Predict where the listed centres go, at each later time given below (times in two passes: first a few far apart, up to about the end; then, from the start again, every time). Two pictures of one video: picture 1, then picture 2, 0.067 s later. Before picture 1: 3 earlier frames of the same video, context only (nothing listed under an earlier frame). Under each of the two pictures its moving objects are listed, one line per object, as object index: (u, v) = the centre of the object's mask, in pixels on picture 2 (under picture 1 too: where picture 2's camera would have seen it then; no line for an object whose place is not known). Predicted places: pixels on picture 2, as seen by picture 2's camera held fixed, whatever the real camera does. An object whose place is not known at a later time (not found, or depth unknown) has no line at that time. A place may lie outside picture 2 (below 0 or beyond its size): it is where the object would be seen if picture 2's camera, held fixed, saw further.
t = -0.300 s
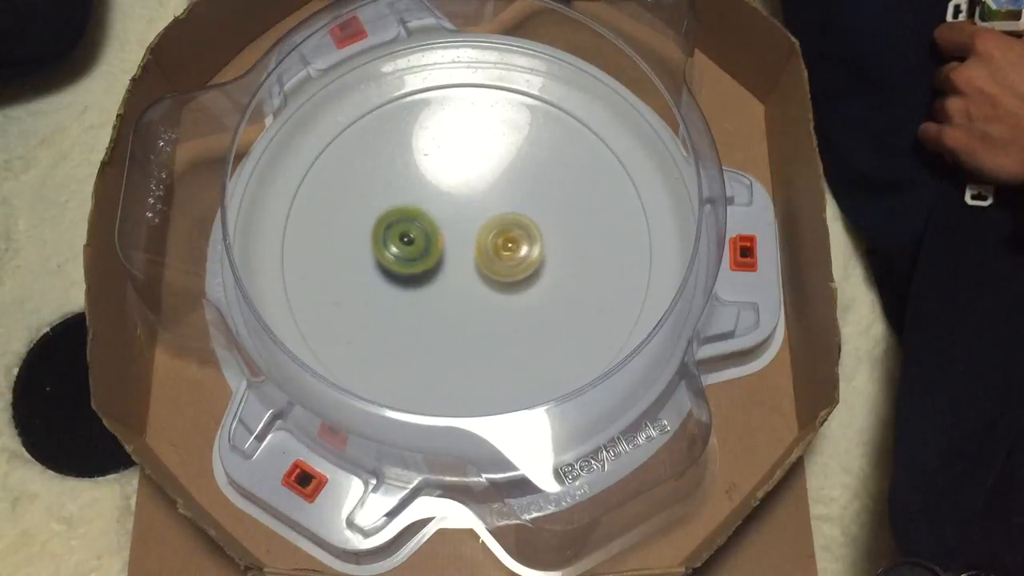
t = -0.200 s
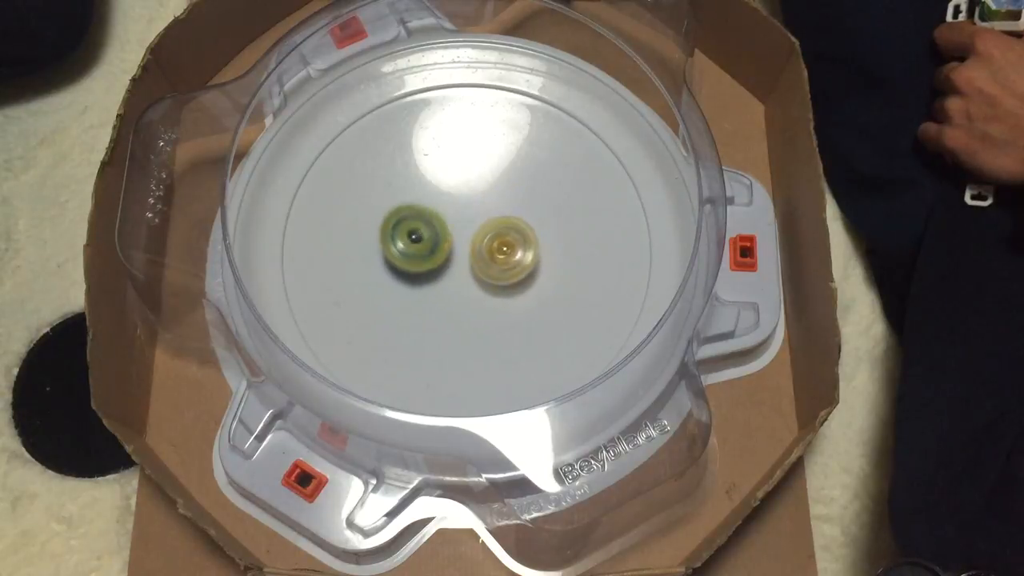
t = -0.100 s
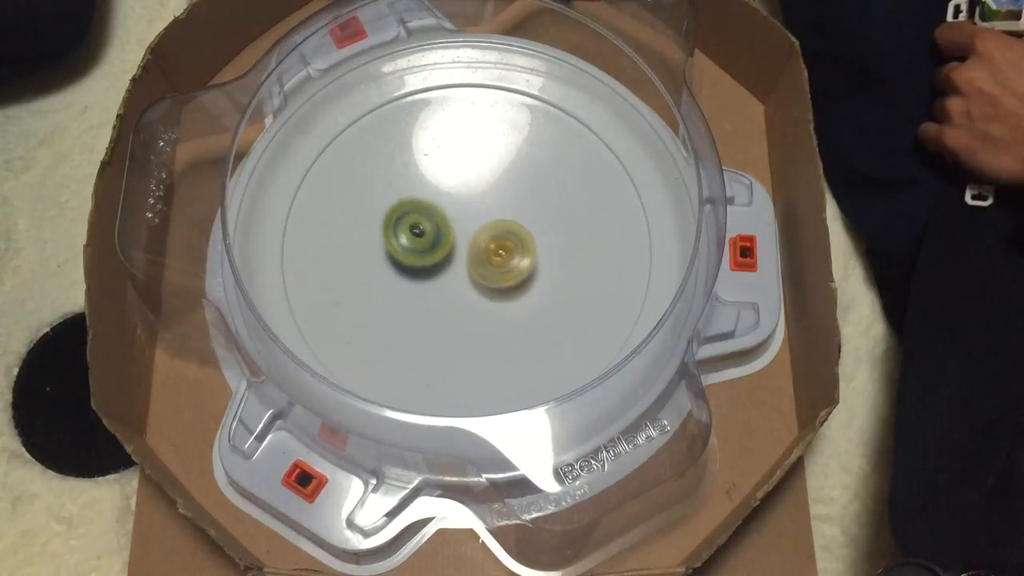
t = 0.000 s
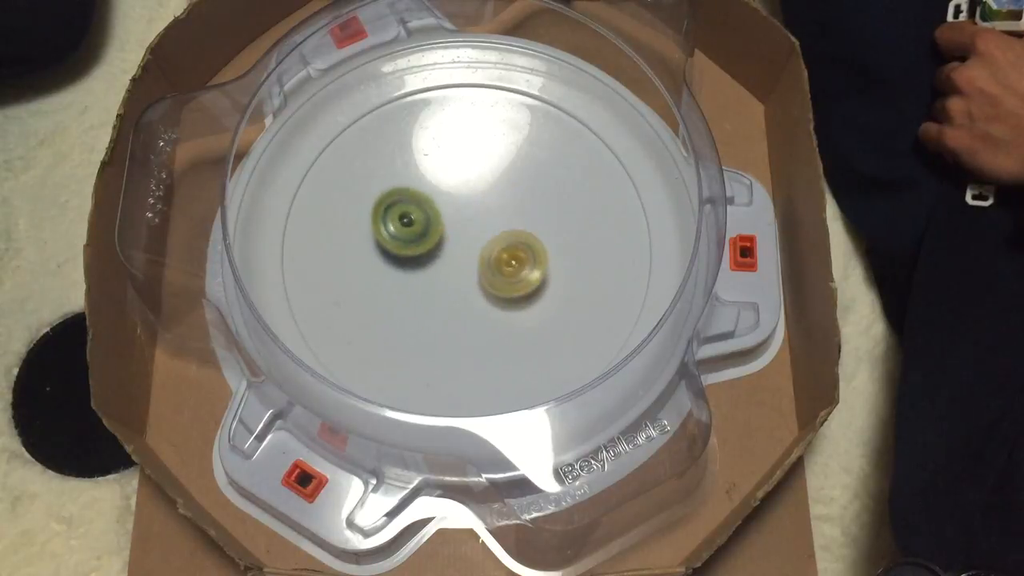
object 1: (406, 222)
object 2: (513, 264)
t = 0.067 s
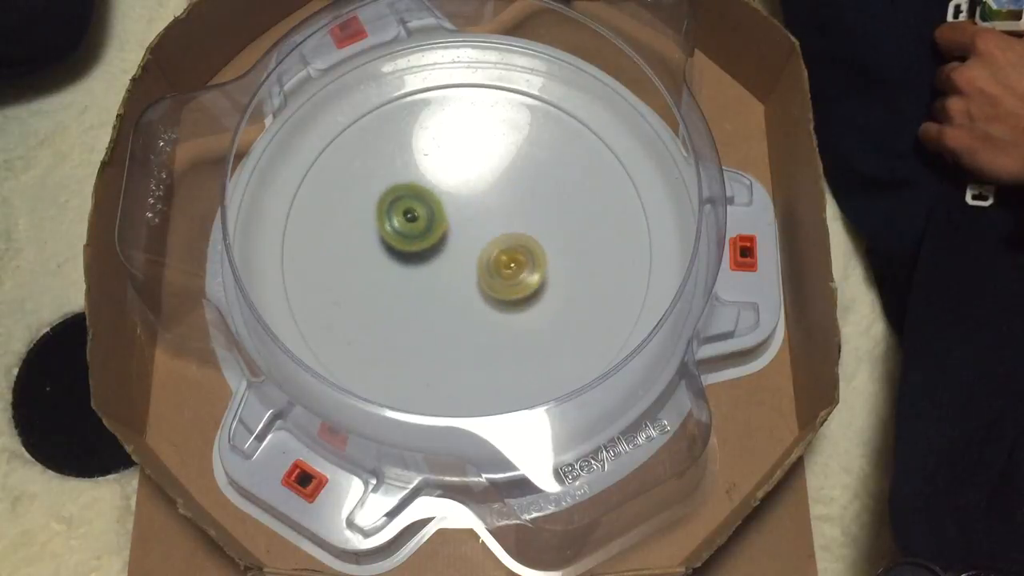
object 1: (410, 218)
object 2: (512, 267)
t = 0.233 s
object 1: (443, 212)
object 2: (490, 262)
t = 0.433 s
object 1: (467, 196)
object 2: (481, 271)
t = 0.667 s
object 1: (486, 186)
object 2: (474, 289)
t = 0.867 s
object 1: (500, 205)
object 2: (469, 274)
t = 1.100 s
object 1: (535, 208)
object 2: (442, 274)
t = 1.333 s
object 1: (519, 235)
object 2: (442, 258)
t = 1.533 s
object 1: (570, 255)
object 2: (365, 254)
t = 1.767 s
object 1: (523, 282)
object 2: (413, 252)
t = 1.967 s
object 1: (479, 317)
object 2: (438, 216)
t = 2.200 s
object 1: (437, 303)
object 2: (454, 208)
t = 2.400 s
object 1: (392, 262)
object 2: (490, 218)
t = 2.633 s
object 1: (373, 219)
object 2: (527, 210)
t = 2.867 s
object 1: (425, 194)
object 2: (502, 230)
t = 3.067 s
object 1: (486, 187)
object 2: (499, 283)
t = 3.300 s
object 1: (530, 219)
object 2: (508, 324)
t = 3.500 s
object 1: (538, 248)
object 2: (469, 331)
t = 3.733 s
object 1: (565, 217)
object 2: (364, 365)
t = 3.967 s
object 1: (509, 254)
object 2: (379, 310)
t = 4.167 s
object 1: (494, 278)
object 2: (384, 218)
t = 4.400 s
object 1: (482, 262)
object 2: (377, 149)
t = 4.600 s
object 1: (469, 237)
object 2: (424, 164)
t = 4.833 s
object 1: (487, 268)
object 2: (481, 153)
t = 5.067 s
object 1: (497, 281)
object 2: (524, 184)
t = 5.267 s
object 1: (483, 280)
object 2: (544, 244)
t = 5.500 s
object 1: (455, 264)
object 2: (558, 291)
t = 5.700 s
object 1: (447, 241)
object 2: (531, 312)
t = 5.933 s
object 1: (463, 223)
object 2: (457, 312)
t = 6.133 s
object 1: (479, 231)
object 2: (404, 306)
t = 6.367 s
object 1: (484, 253)
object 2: (387, 278)
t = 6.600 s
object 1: (489, 279)
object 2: (400, 212)
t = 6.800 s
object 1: (487, 284)
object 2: (401, 161)
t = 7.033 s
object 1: (472, 264)
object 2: (454, 172)
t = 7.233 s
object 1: (458, 252)
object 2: (523, 206)
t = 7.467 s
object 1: (437, 267)
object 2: (584, 234)
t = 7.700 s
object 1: (448, 257)
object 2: (563, 301)
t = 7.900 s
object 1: (463, 257)
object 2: (493, 336)
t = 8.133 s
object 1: (474, 268)
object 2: (405, 311)
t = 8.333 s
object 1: (467, 271)
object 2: (365, 253)
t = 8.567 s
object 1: (463, 258)
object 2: (383, 188)
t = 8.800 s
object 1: (473, 245)
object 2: (461, 164)
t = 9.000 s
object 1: (481, 248)
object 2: (538, 182)
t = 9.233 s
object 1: (478, 255)
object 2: (588, 243)
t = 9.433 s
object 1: (467, 253)
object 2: (562, 304)
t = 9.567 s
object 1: (464, 246)
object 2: (509, 329)
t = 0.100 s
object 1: (415, 216)
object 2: (509, 267)
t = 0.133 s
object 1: (421, 215)
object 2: (505, 267)
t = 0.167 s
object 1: (428, 214)
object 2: (500, 266)
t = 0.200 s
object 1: (435, 213)
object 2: (495, 264)
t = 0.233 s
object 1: (443, 212)
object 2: (490, 262)
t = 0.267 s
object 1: (448, 207)
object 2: (488, 265)
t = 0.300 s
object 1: (452, 202)
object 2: (487, 268)
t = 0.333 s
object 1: (456, 198)
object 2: (485, 270)
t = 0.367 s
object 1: (459, 197)
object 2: (484, 271)
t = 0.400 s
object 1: (464, 196)
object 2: (482, 271)
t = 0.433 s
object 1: (467, 196)
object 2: (481, 271)
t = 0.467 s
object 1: (470, 198)
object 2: (480, 270)
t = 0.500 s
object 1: (473, 200)
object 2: (480, 269)
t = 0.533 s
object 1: (475, 196)
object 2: (479, 274)
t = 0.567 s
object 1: (478, 191)
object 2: (478, 281)
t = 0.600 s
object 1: (481, 189)
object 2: (477, 285)
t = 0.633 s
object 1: (484, 187)
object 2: (475, 288)
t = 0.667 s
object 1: (486, 186)
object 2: (474, 289)
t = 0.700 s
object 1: (488, 187)
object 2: (473, 289)
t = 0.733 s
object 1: (491, 188)
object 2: (472, 288)
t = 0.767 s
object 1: (494, 191)
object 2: (471, 285)
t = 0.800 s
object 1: (495, 194)
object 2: (470, 282)
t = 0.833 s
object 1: (498, 199)
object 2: (469, 278)
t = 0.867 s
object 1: (500, 205)
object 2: (469, 274)
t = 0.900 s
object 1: (502, 210)
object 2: (469, 270)
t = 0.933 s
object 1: (512, 209)
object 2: (464, 270)
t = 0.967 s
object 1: (521, 206)
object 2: (458, 276)
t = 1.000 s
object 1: (528, 206)
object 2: (453, 277)
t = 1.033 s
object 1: (532, 206)
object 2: (448, 277)
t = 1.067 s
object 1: (534, 207)
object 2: (445, 276)
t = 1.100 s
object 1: (535, 208)
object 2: (442, 274)
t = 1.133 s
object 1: (534, 210)
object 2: (441, 272)
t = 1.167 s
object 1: (532, 212)
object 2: (441, 269)
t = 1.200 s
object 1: (530, 216)
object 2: (441, 266)
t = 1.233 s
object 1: (526, 220)
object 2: (442, 264)
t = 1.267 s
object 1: (522, 224)
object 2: (445, 261)
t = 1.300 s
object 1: (517, 229)
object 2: (447, 259)
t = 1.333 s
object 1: (519, 235)
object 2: (442, 258)
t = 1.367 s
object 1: (538, 236)
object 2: (418, 258)
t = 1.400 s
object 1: (551, 239)
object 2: (398, 258)
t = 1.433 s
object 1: (561, 242)
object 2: (382, 257)
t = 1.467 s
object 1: (568, 246)
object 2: (372, 256)
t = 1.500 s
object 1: (570, 251)
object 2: (366, 255)
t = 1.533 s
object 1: (570, 255)
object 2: (365, 254)
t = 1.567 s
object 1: (569, 259)
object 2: (366, 253)
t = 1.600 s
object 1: (565, 262)
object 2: (370, 253)
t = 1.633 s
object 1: (560, 266)
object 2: (376, 252)
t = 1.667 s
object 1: (553, 271)
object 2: (384, 253)
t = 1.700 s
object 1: (544, 275)
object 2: (393, 252)
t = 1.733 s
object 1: (534, 279)
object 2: (403, 252)
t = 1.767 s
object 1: (523, 282)
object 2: (413, 252)
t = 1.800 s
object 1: (511, 285)
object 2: (424, 252)
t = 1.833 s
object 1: (498, 287)
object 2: (434, 252)
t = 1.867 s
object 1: (492, 294)
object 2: (437, 243)
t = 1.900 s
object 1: (489, 305)
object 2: (436, 232)
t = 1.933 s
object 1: (484, 311)
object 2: (436, 224)
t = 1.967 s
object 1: (479, 317)
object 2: (438, 216)
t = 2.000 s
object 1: (473, 320)
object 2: (440, 210)
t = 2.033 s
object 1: (467, 321)
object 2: (441, 206)
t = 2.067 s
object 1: (460, 320)
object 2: (444, 203)
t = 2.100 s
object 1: (454, 318)
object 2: (446, 202)
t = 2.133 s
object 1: (448, 315)
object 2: (448, 203)
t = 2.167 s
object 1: (443, 310)
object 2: (451, 205)
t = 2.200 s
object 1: (437, 303)
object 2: (454, 208)
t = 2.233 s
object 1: (431, 295)
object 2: (456, 213)
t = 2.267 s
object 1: (426, 287)
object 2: (458, 217)
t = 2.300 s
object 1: (421, 278)
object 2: (460, 222)
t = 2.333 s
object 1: (413, 272)
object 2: (467, 222)
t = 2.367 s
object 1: (401, 267)
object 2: (479, 219)
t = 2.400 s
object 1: (392, 262)
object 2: (490, 218)
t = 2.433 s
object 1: (383, 256)
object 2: (500, 213)
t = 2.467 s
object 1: (377, 249)
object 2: (508, 210)
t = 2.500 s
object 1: (373, 243)
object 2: (514, 208)
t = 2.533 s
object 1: (371, 236)
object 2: (519, 209)
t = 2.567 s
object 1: (370, 231)
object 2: (523, 209)
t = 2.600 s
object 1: (371, 224)
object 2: (525, 210)
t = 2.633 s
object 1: (373, 219)
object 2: (527, 210)
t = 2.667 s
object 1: (378, 214)
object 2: (527, 212)
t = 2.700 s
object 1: (383, 209)
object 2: (525, 213)
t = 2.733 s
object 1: (389, 205)
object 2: (522, 216)
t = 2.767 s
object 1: (397, 201)
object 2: (518, 218)
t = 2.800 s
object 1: (406, 198)
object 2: (513, 222)
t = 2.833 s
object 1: (415, 196)
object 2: (508, 225)
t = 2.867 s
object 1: (425, 194)
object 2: (502, 230)
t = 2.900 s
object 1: (436, 193)
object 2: (498, 235)
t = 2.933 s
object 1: (446, 192)
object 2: (495, 243)
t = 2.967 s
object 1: (456, 190)
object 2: (494, 253)
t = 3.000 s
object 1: (467, 189)
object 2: (495, 262)
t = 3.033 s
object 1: (476, 187)
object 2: (496, 273)
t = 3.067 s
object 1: (486, 187)
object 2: (499, 283)
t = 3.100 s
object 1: (495, 188)
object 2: (501, 290)
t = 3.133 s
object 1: (502, 190)
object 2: (504, 298)
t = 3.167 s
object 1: (510, 193)
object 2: (505, 306)
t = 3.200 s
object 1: (517, 198)
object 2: (507, 313)
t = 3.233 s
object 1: (522, 204)
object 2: (508, 319)
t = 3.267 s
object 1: (527, 211)
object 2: (508, 322)
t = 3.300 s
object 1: (530, 219)
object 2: (508, 324)
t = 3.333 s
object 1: (532, 227)
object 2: (506, 326)
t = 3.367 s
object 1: (532, 236)
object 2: (504, 325)
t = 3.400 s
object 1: (530, 243)
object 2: (501, 323)
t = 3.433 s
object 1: (527, 252)
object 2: (498, 320)
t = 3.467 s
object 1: (525, 258)
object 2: (493, 318)
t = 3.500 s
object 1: (538, 248)
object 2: (469, 331)
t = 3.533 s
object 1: (551, 237)
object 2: (444, 344)
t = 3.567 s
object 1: (560, 226)
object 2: (424, 353)
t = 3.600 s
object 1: (565, 220)
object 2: (406, 360)
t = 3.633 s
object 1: (569, 215)
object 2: (391, 364)
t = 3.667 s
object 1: (569, 214)
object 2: (380, 367)
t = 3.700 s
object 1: (568, 214)
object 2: (371, 367)
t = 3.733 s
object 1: (565, 217)
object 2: (364, 365)
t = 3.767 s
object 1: (560, 222)
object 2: (360, 363)
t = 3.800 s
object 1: (554, 227)
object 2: (359, 359)
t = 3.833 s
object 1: (548, 231)
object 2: (359, 352)
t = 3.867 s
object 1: (539, 238)
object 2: (362, 344)
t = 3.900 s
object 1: (529, 244)
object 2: (366, 334)
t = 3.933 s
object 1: (519, 250)
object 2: (373, 323)
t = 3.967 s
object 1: (509, 254)
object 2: (379, 310)
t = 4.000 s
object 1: (498, 260)
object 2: (387, 298)
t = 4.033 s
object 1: (486, 264)
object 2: (395, 282)
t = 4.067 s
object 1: (476, 268)
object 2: (404, 268)
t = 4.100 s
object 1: (482, 273)
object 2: (397, 250)
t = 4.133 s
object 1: (488, 275)
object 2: (390, 233)
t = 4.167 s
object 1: (494, 278)
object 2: (384, 218)
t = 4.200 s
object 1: (497, 279)
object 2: (380, 204)
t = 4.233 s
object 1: (497, 277)
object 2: (376, 191)
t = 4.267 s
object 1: (495, 276)
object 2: (374, 179)
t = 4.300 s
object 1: (492, 273)
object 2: (373, 169)
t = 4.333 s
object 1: (490, 270)
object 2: (372, 160)
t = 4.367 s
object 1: (486, 266)
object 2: (373, 153)
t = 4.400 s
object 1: (482, 262)
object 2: (377, 149)
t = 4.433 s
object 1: (479, 259)
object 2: (381, 147)
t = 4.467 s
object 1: (476, 254)
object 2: (387, 147)
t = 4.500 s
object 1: (474, 249)
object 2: (395, 148)
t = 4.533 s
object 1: (471, 245)
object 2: (402, 151)
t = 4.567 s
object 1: (470, 241)
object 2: (412, 156)
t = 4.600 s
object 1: (469, 237)
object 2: (424, 164)
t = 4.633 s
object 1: (468, 233)
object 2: (434, 169)
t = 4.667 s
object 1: (469, 231)
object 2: (444, 172)
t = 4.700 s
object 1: (474, 242)
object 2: (453, 169)
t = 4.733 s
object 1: (478, 249)
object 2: (459, 165)
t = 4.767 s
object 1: (482, 259)
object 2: (467, 159)
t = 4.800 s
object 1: (485, 263)
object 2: (474, 155)
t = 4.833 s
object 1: (487, 268)
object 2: (481, 153)
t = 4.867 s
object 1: (490, 272)
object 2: (488, 153)
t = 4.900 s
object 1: (493, 273)
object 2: (495, 155)
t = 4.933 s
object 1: (495, 275)
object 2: (502, 157)
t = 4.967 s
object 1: (496, 276)
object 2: (508, 162)
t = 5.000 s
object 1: (497, 278)
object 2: (514, 168)
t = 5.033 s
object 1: (497, 279)
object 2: (519, 176)
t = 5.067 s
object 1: (497, 281)
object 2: (524, 184)
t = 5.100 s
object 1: (496, 281)
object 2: (529, 195)
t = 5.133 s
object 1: (494, 281)
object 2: (533, 204)
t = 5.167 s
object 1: (492, 282)
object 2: (537, 215)
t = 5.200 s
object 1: (490, 281)
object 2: (540, 226)
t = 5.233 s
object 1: (487, 280)
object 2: (542, 235)
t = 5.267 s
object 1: (483, 280)
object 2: (544, 244)
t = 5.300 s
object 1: (482, 279)
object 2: (546, 254)
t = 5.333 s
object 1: (476, 277)
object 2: (548, 262)
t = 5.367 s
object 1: (470, 276)
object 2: (552, 268)
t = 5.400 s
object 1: (466, 273)
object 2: (555, 275)
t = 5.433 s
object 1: (461, 270)
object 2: (557, 281)
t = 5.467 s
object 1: (457, 268)
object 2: (558, 286)
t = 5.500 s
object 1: (455, 264)
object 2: (558, 291)
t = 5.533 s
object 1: (452, 261)
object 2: (557, 295)
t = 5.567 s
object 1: (450, 258)
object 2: (555, 299)
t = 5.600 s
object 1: (449, 253)
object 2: (552, 304)
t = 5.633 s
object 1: (447, 249)
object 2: (546, 308)
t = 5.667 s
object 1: (447, 246)
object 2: (539, 310)
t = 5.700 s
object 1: (447, 241)
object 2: (531, 312)
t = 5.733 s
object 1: (448, 238)
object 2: (521, 312)
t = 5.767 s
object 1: (450, 234)
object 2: (511, 314)
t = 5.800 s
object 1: (451, 231)
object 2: (500, 314)
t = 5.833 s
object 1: (454, 229)
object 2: (489, 315)
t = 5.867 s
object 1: (457, 226)
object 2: (478, 313)
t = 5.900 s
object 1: (460, 224)
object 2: (467, 312)
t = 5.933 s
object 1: (463, 223)
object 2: (457, 312)
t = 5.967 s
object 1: (466, 222)
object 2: (446, 310)
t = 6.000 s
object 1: (469, 223)
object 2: (436, 309)
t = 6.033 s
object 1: (471, 225)
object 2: (427, 309)
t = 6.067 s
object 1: (474, 226)
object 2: (419, 307)
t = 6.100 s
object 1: (476, 228)
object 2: (411, 307)
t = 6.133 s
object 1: (479, 231)
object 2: (404, 306)
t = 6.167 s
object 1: (481, 233)
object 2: (398, 304)
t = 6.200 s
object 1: (483, 236)
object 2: (394, 302)
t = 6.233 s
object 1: (484, 240)
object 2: (390, 299)
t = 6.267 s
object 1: (485, 244)
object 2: (388, 294)
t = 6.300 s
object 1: (485, 247)
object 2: (387, 290)
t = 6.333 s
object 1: (485, 250)
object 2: (386, 284)
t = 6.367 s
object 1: (484, 253)
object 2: (387, 278)
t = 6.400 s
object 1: (483, 257)
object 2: (390, 272)
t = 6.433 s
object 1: (481, 260)
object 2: (394, 265)
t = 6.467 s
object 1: (479, 262)
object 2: (398, 257)
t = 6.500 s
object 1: (477, 265)
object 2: (404, 249)
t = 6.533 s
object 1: (477, 270)
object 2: (407, 239)
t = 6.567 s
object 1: (484, 276)
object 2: (403, 225)
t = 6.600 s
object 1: (489, 279)
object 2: (400, 212)
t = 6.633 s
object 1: (493, 283)
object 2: (398, 200)
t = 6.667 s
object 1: (495, 283)
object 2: (397, 190)
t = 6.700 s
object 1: (494, 285)
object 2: (396, 180)
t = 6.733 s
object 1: (492, 285)
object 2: (397, 173)
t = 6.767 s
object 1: (490, 284)
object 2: (399, 166)
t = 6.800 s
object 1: (487, 284)
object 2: (401, 161)
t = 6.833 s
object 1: (485, 282)
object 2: (405, 159)
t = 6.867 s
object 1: (482, 280)
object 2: (411, 157)
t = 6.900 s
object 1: (480, 279)
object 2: (418, 156)
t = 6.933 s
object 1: (477, 275)
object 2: (426, 158)
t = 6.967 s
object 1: (475, 272)
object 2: (433, 162)
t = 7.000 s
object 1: (473, 268)
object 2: (443, 167)
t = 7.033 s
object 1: (472, 264)
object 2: (454, 172)
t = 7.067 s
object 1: (470, 260)
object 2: (464, 179)
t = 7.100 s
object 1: (470, 257)
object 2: (476, 186)
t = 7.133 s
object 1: (470, 252)
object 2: (488, 191)
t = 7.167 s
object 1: (469, 251)
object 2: (500, 196)
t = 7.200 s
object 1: (468, 249)
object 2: (510, 201)
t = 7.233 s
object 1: (458, 252)
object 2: (523, 206)
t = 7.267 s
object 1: (452, 259)
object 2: (537, 205)
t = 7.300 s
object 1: (446, 264)
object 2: (550, 208)
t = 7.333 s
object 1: (442, 267)
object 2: (560, 210)
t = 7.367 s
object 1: (438, 268)
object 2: (569, 215)
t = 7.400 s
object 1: (437, 267)
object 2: (576, 221)
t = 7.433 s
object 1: (437, 267)
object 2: (581, 227)
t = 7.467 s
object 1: (437, 267)
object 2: (584, 234)
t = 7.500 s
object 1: (437, 265)
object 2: (586, 243)
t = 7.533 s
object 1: (438, 264)
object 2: (586, 252)
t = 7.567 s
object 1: (439, 262)
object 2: (585, 262)
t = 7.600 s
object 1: (441, 261)
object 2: (582, 272)
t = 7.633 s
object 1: (443, 260)
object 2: (577, 282)
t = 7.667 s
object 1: (445, 259)
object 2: (570, 291)
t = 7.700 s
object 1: (448, 257)
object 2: (563, 301)
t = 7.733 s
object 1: (451, 257)
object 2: (553, 311)
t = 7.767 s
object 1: (453, 255)
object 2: (543, 320)
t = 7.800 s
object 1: (456, 255)
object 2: (532, 324)
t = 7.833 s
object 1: (459, 255)
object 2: (520, 329)
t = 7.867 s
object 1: (461, 256)
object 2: (506, 334)
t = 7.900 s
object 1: (463, 257)
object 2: (493, 336)
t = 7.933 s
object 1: (466, 258)
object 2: (478, 337)
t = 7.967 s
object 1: (468, 259)
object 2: (465, 336)
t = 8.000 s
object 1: (470, 261)
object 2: (452, 334)
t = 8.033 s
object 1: (471, 262)
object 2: (439, 331)
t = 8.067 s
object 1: (473, 264)
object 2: (427, 326)
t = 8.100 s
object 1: (473, 266)
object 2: (416, 318)
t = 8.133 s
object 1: (474, 268)
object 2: (405, 311)
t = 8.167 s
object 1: (474, 269)
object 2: (395, 303)
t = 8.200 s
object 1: (473, 270)
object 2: (387, 292)
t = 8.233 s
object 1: (472, 271)
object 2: (380, 283)
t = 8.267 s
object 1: (470, 271)
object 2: (373, 274)
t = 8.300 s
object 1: (469, 271)
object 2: (368, 264)
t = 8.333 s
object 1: (467, 271)
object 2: (365, 253)
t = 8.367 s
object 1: (466, 269)
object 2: (362, 241)
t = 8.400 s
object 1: (465, 268)
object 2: (362, 230)
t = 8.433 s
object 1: (464, 266)
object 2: (363, 222)
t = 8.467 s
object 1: (463, 264)
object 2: (366, 211)
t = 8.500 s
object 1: (463, 262)
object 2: (370, 204)
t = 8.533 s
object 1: (463, 260)
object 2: (376, 196)
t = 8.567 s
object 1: (463, 258)
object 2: (383, 188)
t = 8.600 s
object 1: (464, 256)
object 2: (391, 182)
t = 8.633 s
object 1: (465, 253)
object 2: (401, 177)
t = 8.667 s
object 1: (467, 251)
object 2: (412, 172)
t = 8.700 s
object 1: (468, 249)
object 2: (423, 169)
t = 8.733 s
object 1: (470, 248)
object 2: (435, 167)
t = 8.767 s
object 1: (472, 246)
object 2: (448, 165)
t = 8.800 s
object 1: (473, 245)
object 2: (461, 164)
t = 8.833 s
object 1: (475, 244)
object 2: (474, 164)
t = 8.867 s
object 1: (476, 244)
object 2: (487, 166)
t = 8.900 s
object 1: (478, 244)
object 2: (500, 169)
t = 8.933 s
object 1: (479, 245)
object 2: (512, 172)
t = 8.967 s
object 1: (480, 246)
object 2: (525, 177)
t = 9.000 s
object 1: (481, 248)
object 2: (538, 182)
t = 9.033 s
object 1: (483, 249)
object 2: (549, 189)
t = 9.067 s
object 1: (482, 250)
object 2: (559, 196)
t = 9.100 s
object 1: (483, 251)
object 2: (568, 205)
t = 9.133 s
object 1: (482, 252)
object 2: (575, 214)
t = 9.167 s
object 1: (481, 253)
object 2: (582, 224)
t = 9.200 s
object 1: (480, 254)
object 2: (585, 234)
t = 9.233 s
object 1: (478, 255)
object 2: (588, 243)
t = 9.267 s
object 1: (476, 255)
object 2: (589, 255)
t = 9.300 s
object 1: (474, 256)
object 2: (587, 266)
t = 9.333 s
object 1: (472, 256)
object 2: (584, 275)
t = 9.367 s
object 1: (470, 255)
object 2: (579, 285)
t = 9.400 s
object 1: (469, 254)
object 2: (571, 294)
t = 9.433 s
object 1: (467, 253)
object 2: (562, 304)
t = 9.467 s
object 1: (466, 251)
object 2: (550, 312)
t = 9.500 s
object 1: (465, 249)
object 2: (538, 318)
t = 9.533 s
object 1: (464, 248)
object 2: (524, 325)
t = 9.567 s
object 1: (464, 246)
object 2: (509, 329)
